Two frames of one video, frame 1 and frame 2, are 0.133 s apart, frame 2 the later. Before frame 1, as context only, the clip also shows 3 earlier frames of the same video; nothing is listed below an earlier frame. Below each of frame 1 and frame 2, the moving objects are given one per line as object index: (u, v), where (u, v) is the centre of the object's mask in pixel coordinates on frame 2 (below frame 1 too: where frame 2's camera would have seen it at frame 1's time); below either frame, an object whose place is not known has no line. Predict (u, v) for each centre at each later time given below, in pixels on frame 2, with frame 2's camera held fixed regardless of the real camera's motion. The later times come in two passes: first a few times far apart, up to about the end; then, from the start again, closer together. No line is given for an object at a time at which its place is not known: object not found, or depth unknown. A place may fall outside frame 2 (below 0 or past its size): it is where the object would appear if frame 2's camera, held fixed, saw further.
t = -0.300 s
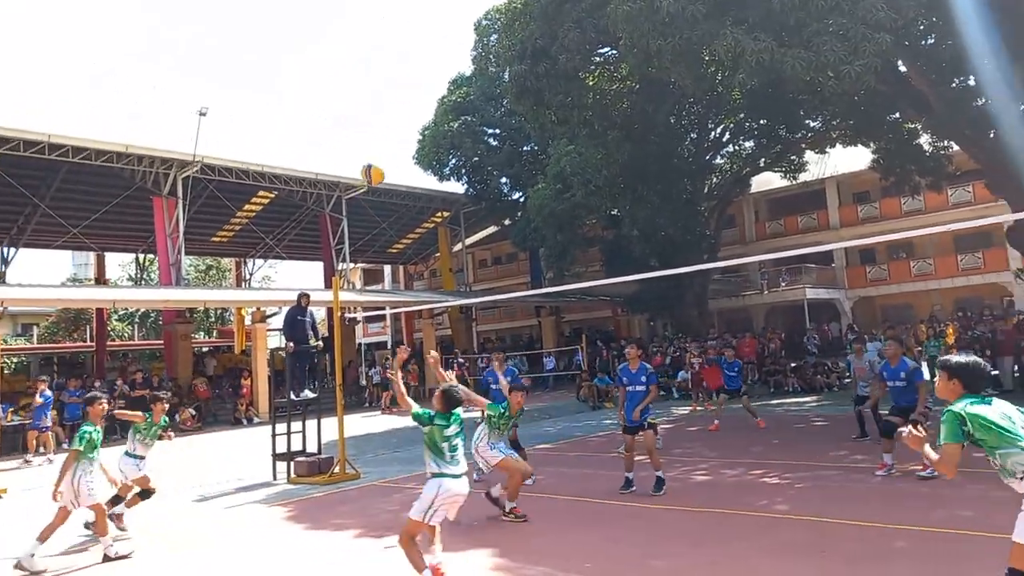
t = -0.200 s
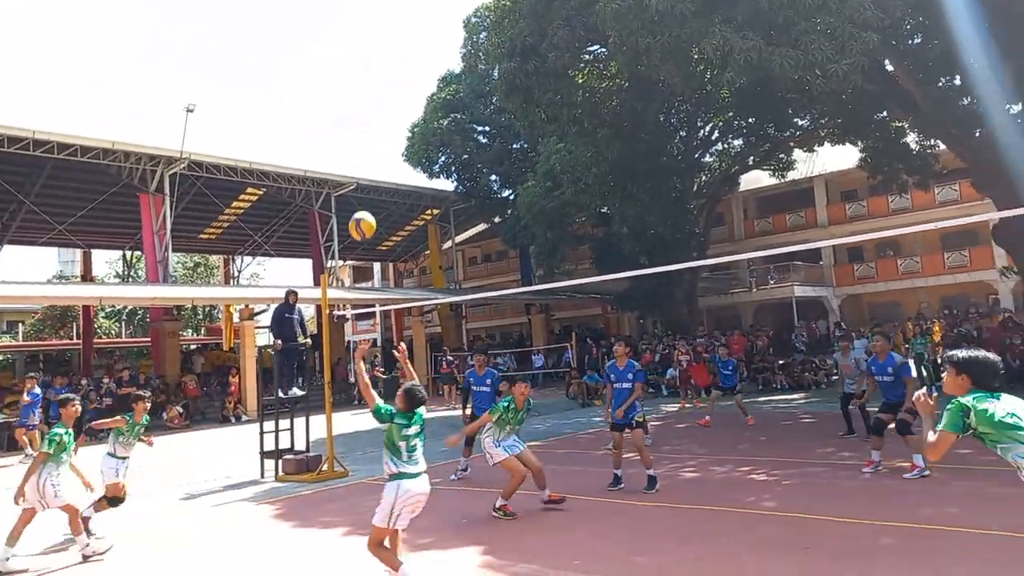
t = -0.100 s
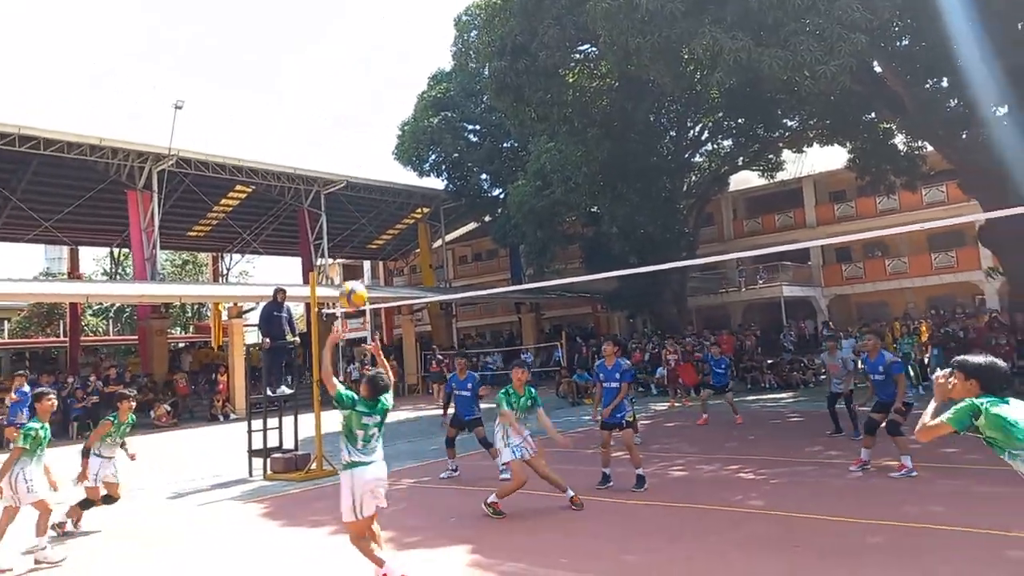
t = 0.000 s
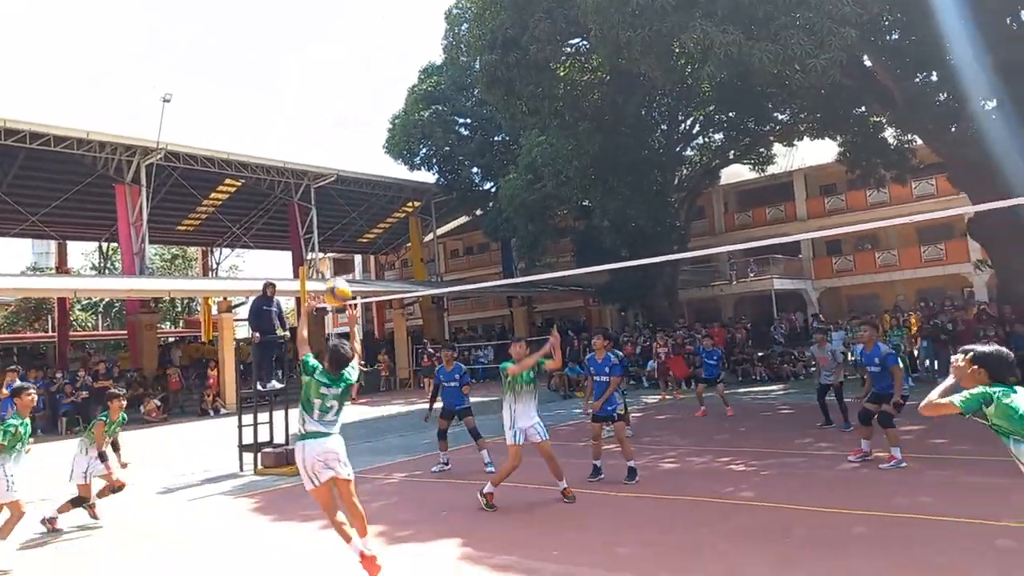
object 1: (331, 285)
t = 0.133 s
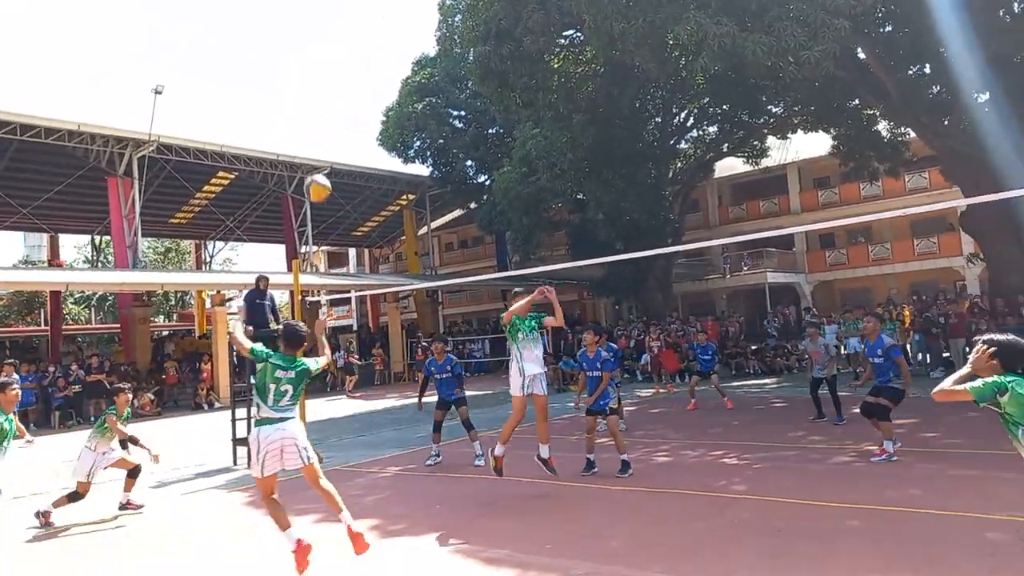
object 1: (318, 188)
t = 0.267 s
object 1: (306, 120)
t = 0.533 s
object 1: (293, 54)
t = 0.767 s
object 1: (288, 59)
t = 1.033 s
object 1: (284, 126)
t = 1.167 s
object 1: (284, 178)
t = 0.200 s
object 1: (311, 152)
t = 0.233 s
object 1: (308, 135)
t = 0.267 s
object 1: (306, 120)
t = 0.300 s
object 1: (305, 107)
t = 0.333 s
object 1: (302, 95)
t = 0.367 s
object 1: (300, 85)
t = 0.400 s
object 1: (299, 76)
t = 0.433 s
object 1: (298, 69)
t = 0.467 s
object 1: (296, 62)
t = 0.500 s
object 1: (295, 57)
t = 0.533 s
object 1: (293, 54)
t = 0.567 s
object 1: (292, 51)
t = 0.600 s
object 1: (291, 50)
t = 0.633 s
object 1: (290, 49)
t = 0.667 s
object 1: (290, 51)
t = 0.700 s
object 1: (289, 52)
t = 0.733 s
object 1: (288, 55)
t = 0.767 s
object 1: (288, 59)
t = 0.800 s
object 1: (286, 65)
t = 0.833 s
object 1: (285, 71)
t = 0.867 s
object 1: (285, 77)
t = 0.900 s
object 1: (286, 85)
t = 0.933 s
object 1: (286, 94)
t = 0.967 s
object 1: (285, 104)
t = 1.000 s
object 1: (285, 115)
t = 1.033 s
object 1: (284, 126)
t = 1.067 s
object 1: (284, 138)
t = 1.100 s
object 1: (284, 152)
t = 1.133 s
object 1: (285, 164)
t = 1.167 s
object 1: (284, 178)
